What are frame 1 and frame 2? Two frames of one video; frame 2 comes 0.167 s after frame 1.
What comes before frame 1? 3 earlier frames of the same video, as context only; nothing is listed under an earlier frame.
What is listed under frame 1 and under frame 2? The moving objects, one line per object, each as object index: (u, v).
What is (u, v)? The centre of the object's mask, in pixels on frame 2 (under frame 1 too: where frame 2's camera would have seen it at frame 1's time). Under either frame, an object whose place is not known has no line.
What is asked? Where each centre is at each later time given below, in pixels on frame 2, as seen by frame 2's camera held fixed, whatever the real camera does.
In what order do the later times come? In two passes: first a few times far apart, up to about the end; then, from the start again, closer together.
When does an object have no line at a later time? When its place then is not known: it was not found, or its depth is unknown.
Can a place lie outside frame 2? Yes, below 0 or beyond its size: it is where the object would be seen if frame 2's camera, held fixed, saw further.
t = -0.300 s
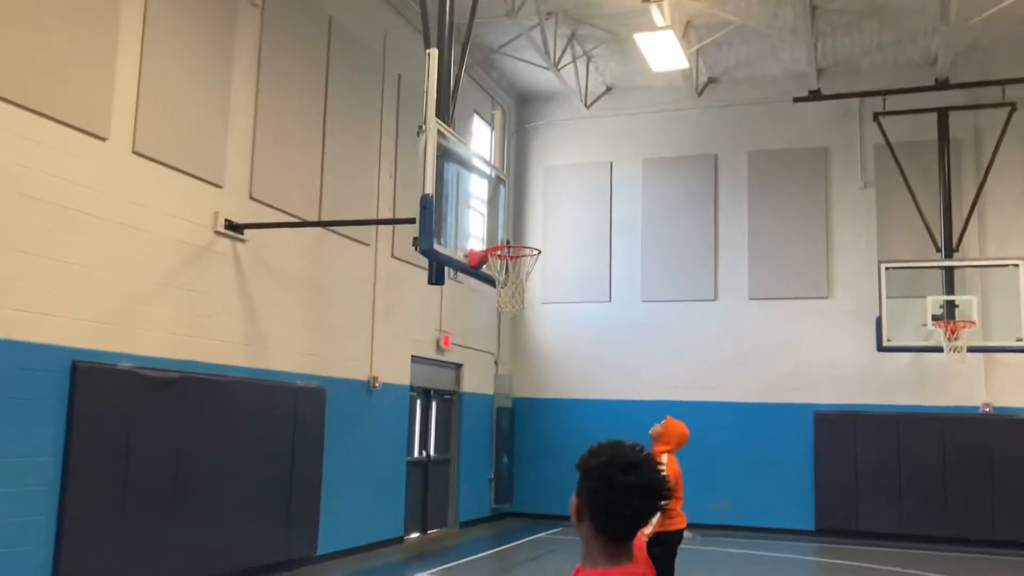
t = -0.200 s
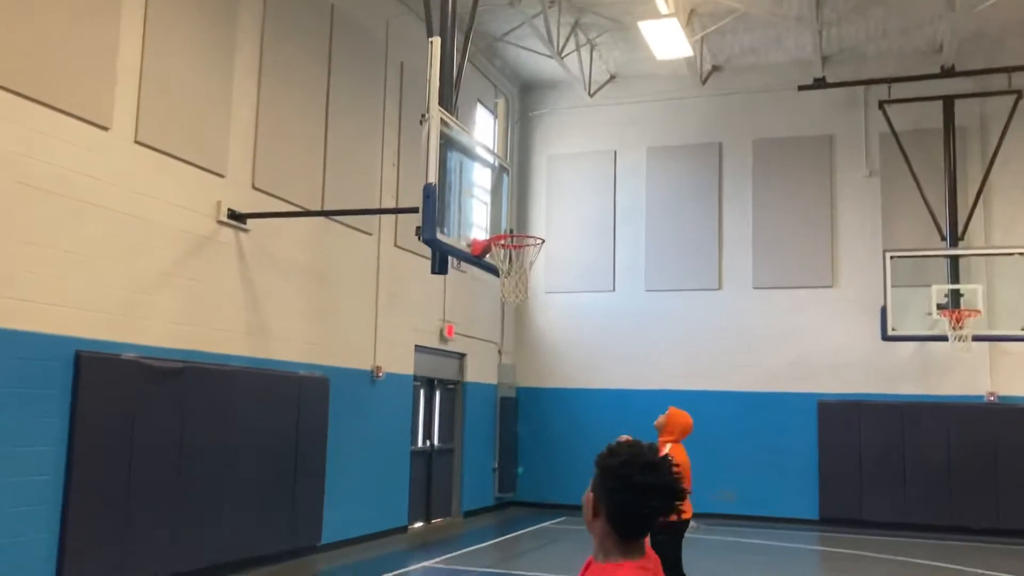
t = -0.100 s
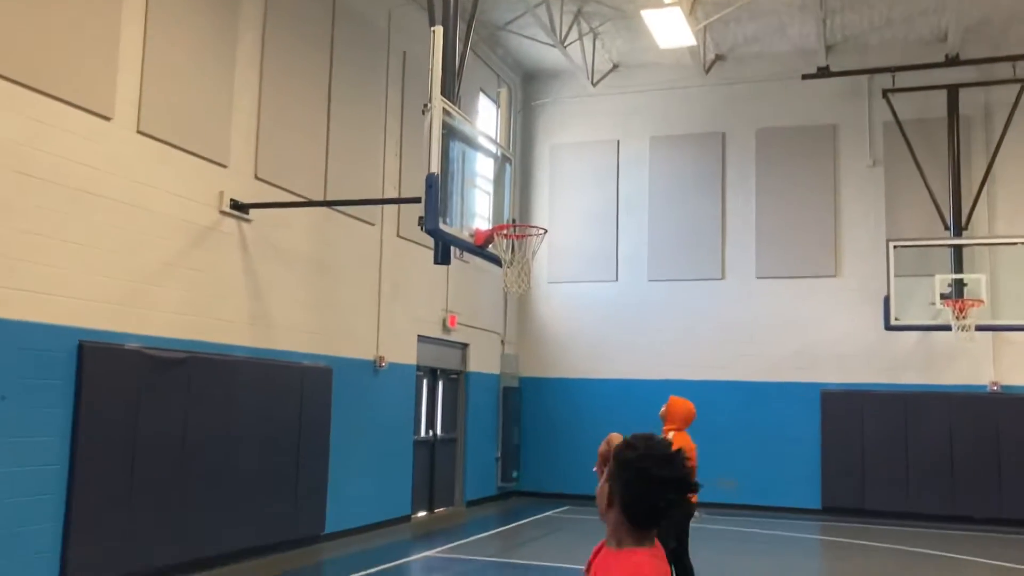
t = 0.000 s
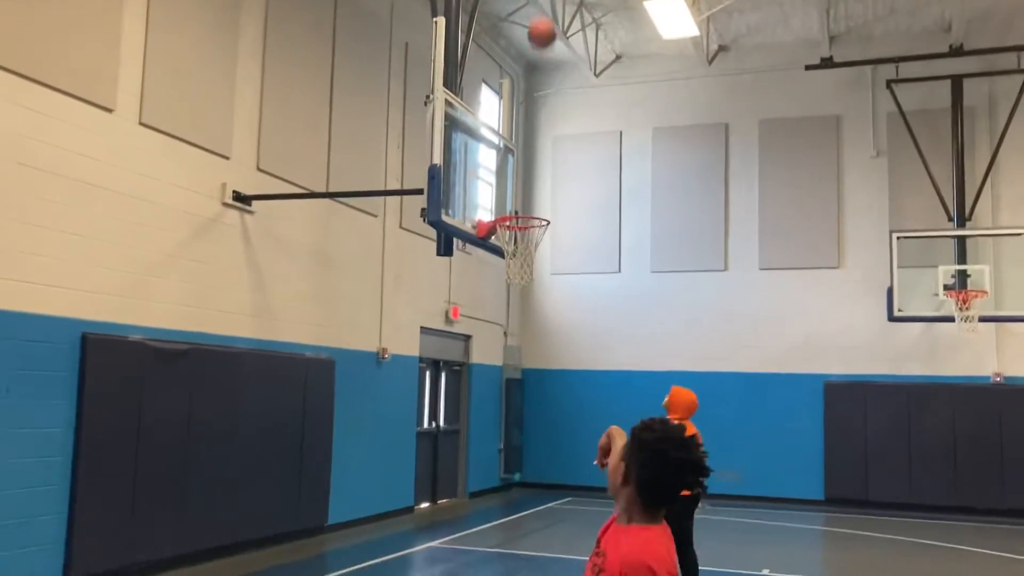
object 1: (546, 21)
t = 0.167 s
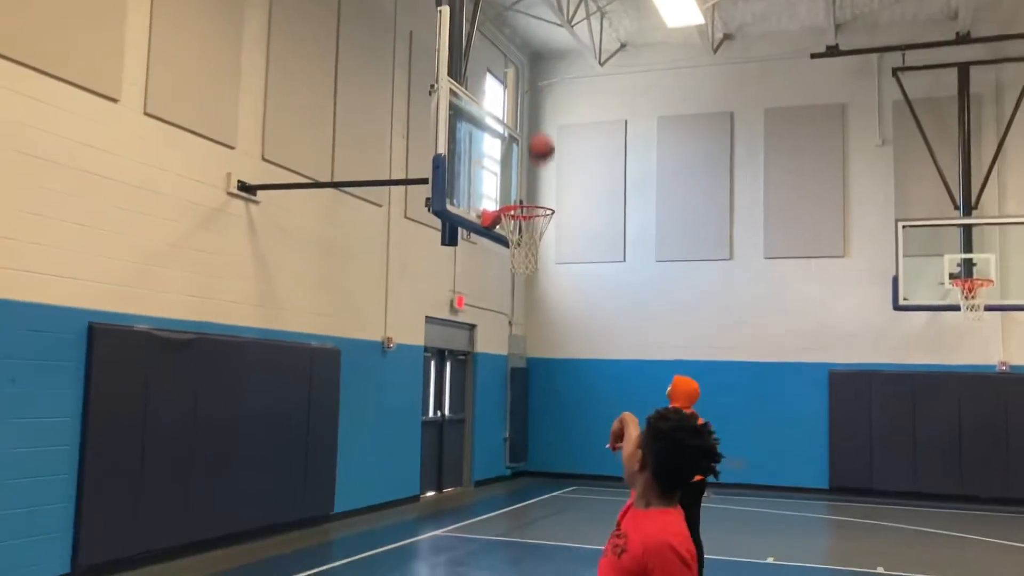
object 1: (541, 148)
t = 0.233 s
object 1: (539, 199)
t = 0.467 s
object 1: (571, 170)
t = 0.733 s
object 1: (671, 175)
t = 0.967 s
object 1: (761, 249)
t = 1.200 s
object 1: (859, 394)
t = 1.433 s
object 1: (962, 589)
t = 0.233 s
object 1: (539, 199)
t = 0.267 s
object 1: (528, 207)
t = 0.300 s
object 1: (513, 203)
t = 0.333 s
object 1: (522, 197)
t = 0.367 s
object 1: (534, 189)
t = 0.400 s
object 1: (546, 182)
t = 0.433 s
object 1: (559, 176)
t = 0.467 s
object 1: (571, 170)
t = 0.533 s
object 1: (596, 164)
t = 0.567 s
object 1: (608, 163)
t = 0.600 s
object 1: (620, 163)
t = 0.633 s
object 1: (633, 164)
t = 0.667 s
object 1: (645, 167)
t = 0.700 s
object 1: (658, 170)
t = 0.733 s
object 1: (671, 175)
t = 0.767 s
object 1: (683, 182)
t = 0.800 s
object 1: (696, 189)
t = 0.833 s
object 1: (709, 199)
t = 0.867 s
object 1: (722, 209)
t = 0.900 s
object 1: (735, 221)
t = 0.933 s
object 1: (748, 234)
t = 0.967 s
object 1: (761, 249)
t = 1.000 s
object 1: (774, 265)
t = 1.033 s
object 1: (788, 282)
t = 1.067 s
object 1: (802, 302)
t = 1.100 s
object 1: (817, 322)
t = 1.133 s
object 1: (831, 344)
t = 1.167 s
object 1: (845, 368)
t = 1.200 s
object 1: (859, 394)
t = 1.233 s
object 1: (874, 420)
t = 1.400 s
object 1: (952, 588)
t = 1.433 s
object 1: (962, 589)
